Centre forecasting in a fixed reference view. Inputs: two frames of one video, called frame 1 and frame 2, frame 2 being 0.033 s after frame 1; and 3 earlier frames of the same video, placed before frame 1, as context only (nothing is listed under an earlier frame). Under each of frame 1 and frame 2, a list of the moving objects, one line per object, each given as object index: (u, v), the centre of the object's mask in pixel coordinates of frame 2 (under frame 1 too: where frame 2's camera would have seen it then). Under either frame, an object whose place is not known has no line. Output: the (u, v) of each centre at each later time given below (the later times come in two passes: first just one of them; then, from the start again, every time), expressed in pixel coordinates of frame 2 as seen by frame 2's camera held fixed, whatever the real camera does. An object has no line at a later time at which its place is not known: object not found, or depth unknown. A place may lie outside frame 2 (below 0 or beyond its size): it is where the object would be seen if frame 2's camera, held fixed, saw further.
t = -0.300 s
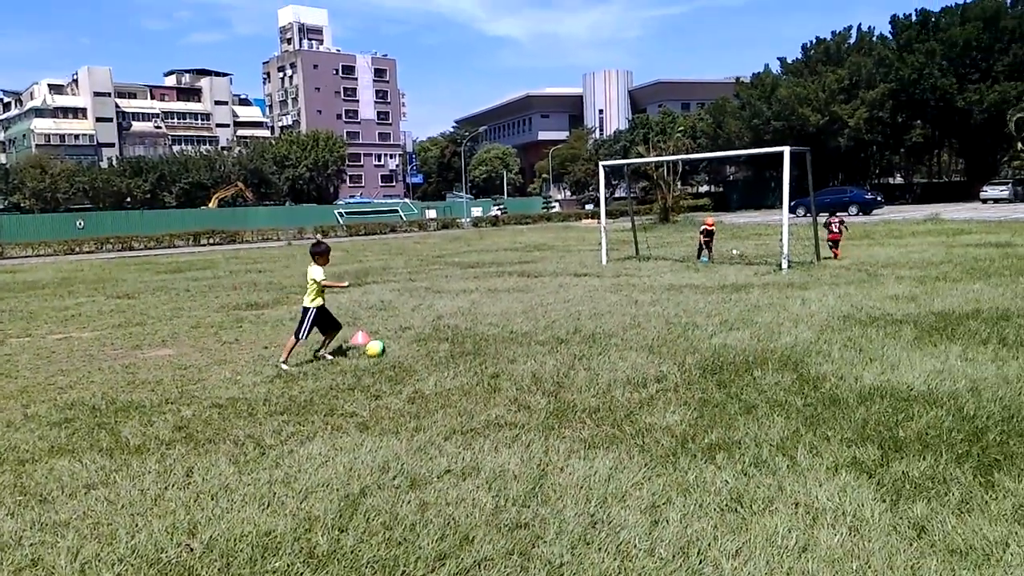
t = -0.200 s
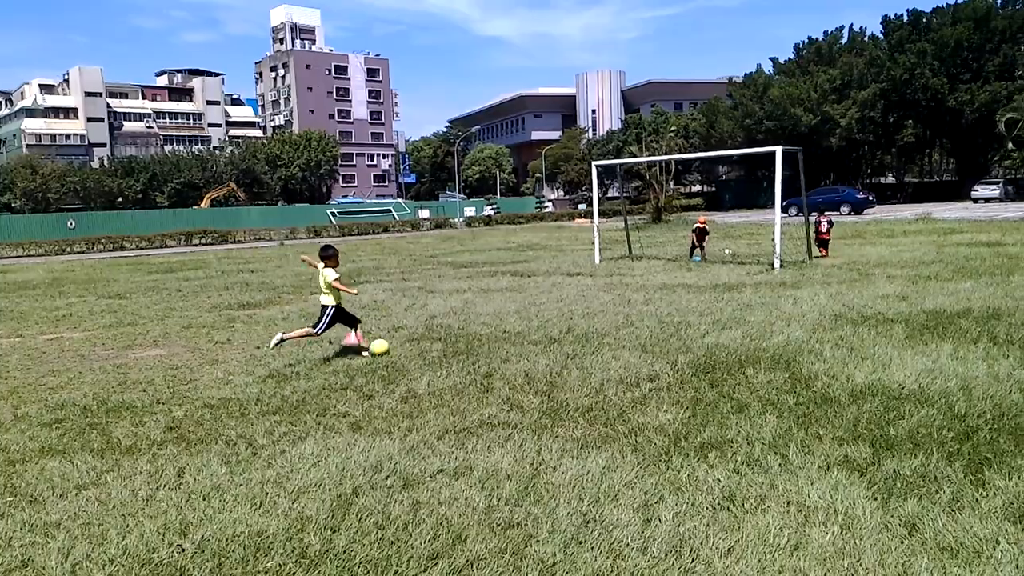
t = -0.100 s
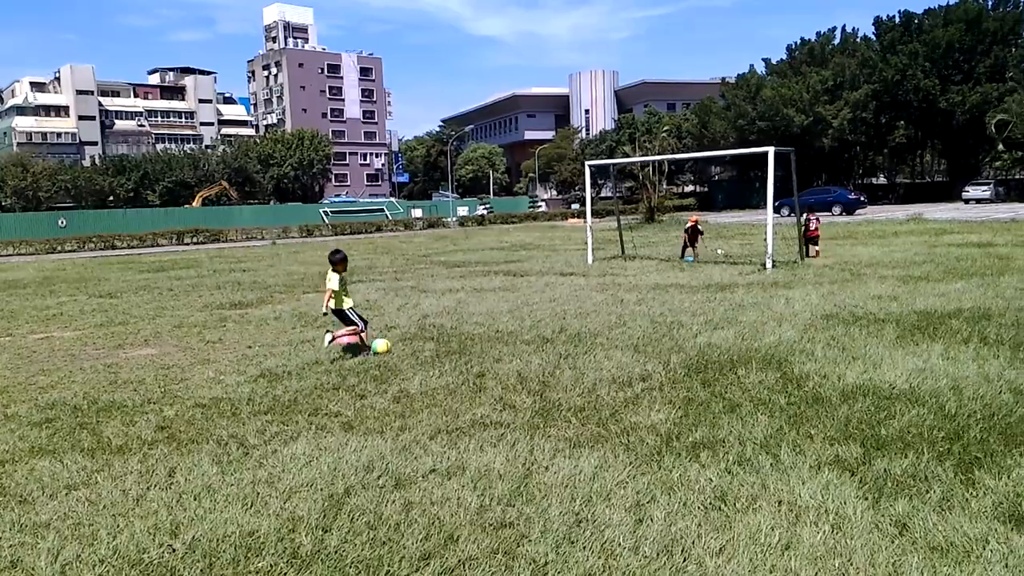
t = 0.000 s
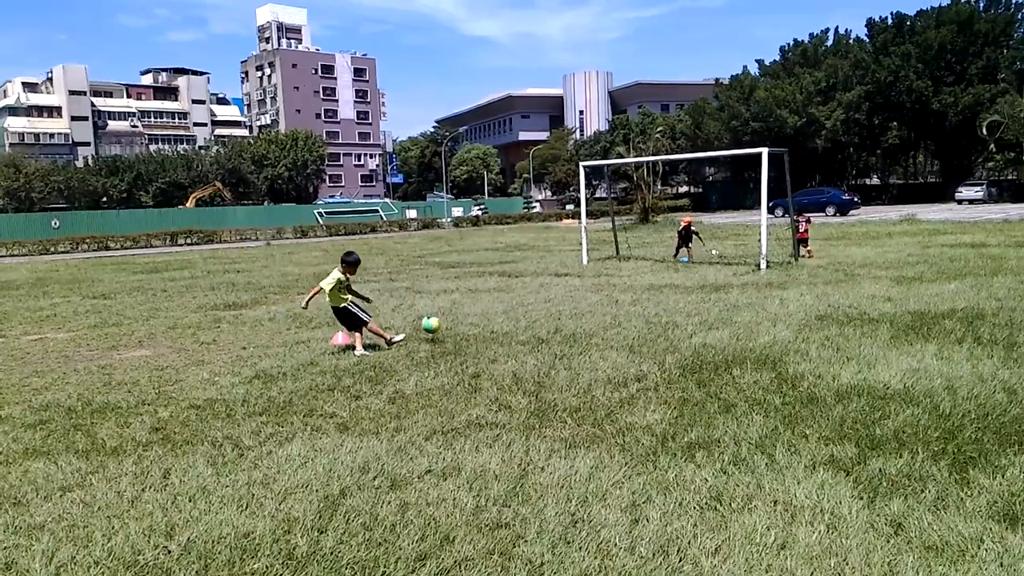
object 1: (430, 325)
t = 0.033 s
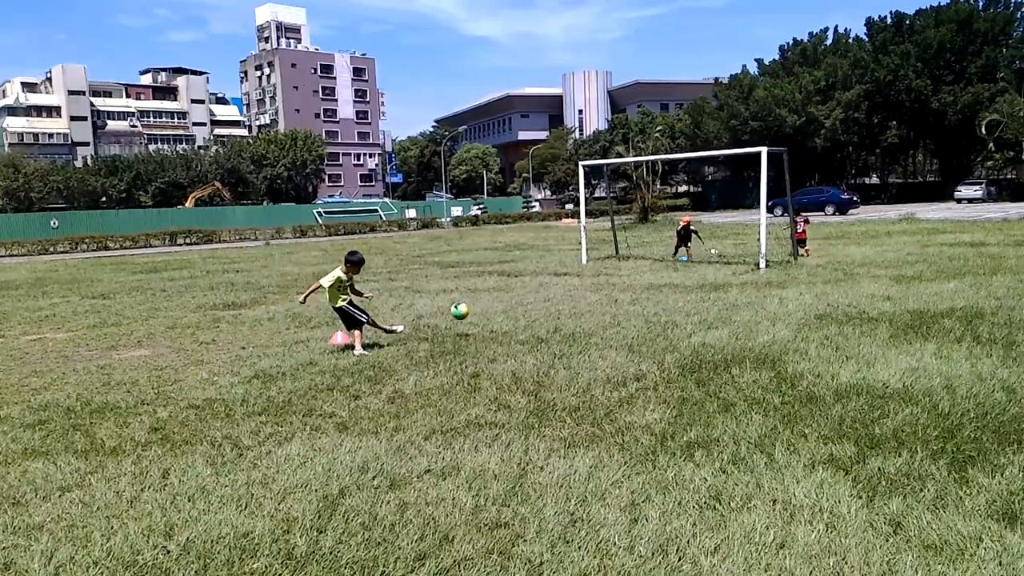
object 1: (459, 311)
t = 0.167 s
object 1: (559, 272)
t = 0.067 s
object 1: (487, 299)
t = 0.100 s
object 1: (513, 289)
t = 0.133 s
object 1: (536, 280)
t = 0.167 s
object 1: (559, 272)
